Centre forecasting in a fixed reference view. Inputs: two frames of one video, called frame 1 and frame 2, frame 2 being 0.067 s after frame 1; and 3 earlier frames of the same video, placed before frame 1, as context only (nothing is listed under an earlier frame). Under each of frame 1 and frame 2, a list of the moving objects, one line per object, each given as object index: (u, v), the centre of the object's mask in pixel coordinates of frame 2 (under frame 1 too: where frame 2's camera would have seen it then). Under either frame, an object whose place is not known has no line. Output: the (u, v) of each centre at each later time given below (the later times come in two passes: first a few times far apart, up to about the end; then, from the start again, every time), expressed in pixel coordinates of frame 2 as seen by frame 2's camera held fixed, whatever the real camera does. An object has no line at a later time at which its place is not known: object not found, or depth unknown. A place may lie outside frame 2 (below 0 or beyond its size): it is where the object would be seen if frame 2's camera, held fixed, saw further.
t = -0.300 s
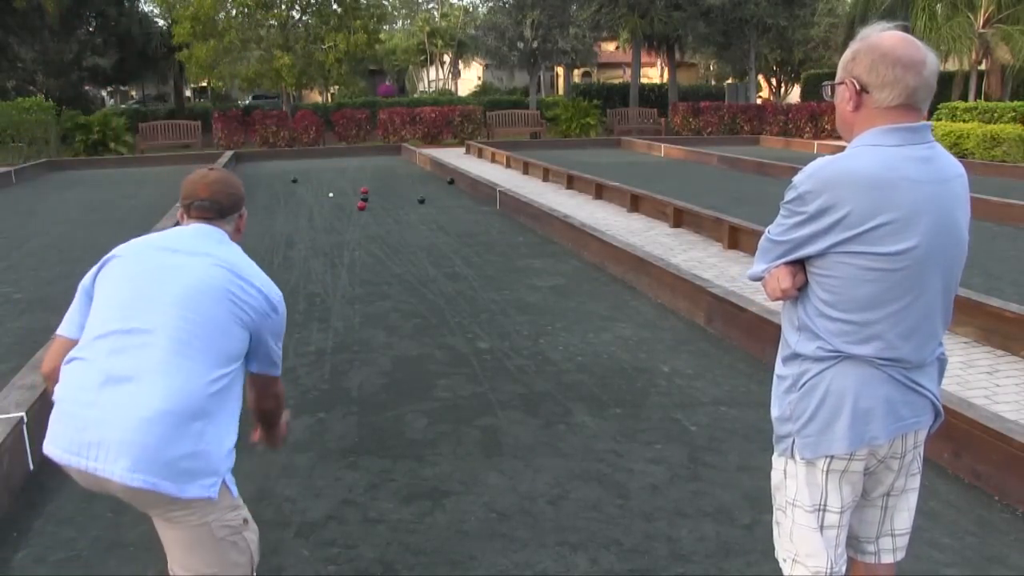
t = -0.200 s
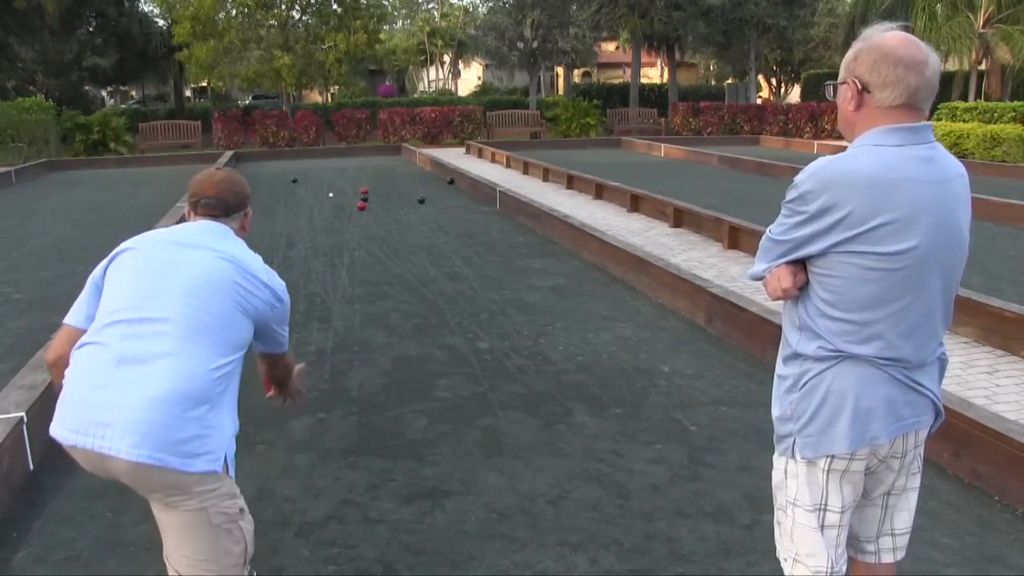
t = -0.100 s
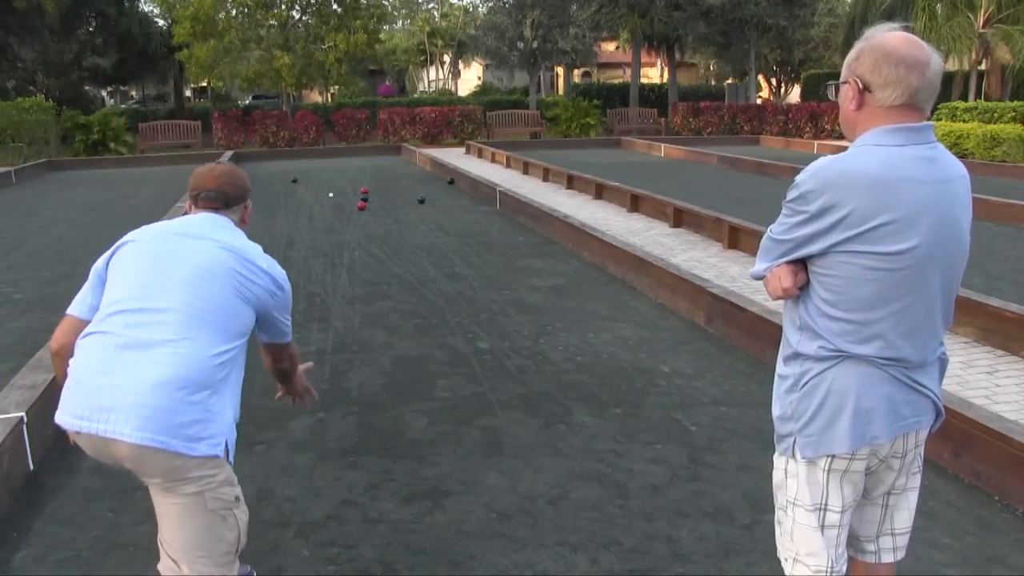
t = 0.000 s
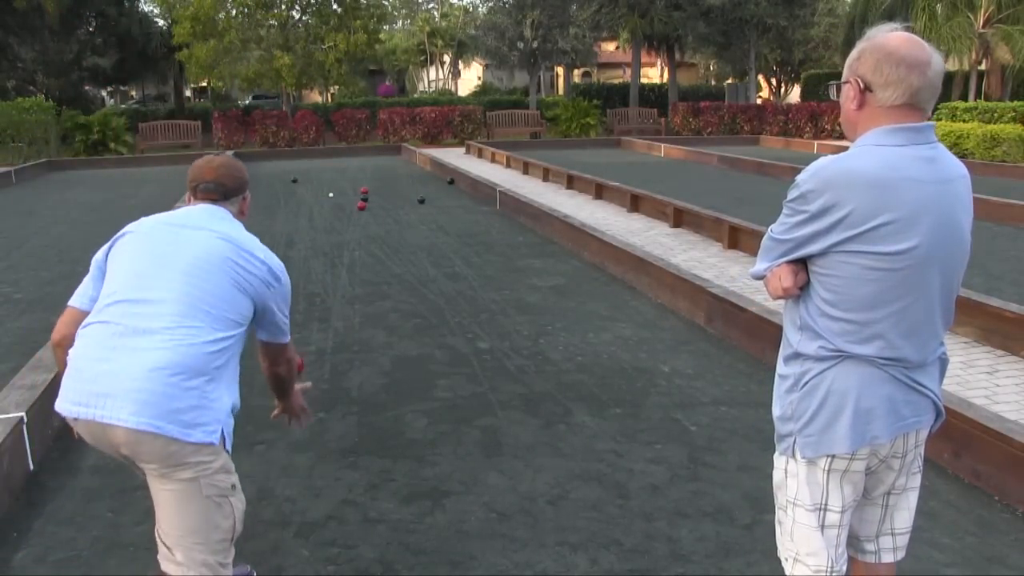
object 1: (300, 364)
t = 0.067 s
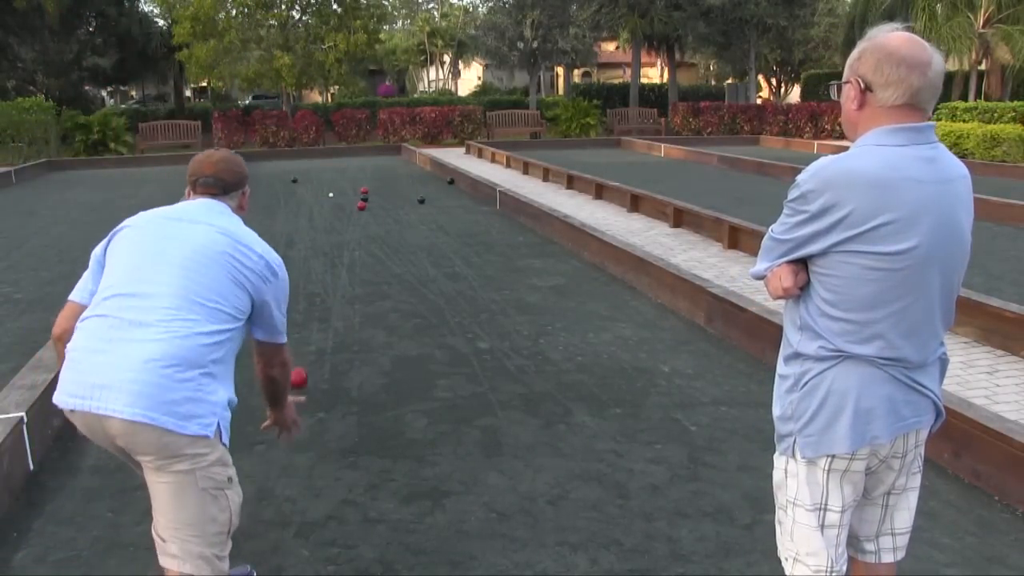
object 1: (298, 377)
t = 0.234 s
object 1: (300, 357)
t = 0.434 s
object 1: (303, 337)
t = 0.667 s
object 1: (306, 314)
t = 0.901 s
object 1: (310, 296)
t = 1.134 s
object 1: (313, 281)
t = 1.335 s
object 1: (314, 270)
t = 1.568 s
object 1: (316, 260)
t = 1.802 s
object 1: (319, 251)
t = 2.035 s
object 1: (321, 243)
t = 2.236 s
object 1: (323, 238)
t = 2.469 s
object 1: (325, 232)
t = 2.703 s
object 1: (327, 227)
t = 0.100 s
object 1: (298, 380)
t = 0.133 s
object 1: (298, 371)
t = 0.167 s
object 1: (299, 364)
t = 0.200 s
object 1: (299, 360)
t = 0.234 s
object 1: (300, 357)
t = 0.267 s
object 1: (300, 357)
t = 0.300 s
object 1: (301, 352)
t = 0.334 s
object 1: (302, 347)
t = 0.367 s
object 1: (302, 344)
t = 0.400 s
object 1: (302, 340)
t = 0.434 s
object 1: (303, 337)
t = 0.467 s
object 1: (303, 332)
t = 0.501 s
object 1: (304, 329)
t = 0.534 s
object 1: (304, 326)
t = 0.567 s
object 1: (305, 323)
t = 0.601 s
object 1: (305, 320)
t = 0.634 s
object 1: (306, 317)
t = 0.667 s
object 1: (306, 314)
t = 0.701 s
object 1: (307, 311)
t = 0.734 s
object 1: (307, 309)
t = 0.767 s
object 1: (308, 306)
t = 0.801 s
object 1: (308, 303)
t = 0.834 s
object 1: (309, 301)
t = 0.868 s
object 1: (309, 299)
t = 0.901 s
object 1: (310, 296)
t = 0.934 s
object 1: (310, 293)
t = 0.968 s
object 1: (311, 291)
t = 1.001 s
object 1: (311, 289)
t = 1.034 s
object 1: (312, 287)
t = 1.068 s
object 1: (312, 285)
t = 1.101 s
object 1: (313, 283)
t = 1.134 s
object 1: (313, 281)
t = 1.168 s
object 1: (314, 279)
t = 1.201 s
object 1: (314, 277)
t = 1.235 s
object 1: (314, 275)
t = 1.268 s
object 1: (314, 274)
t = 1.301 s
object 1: (314, 272)
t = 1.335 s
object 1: (314, 270)
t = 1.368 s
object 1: (315, 269)
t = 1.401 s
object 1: (315, 267)
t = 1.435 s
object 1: (315, 266)
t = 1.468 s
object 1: (316, 264)
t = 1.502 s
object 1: (316, 262)
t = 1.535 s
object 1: (316, 261)
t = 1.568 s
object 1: (316, 260)
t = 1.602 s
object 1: (317, 259)
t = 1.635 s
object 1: (317, 257)
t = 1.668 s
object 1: (318, 256)
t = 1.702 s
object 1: (317, 254)
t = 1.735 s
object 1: (318, 253)
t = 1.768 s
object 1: (319, 252)
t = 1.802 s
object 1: (319, 251)
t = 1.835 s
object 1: (319, 250)
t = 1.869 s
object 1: (319, 248)
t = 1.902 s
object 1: (319, 248)
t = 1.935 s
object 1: (319, 247)
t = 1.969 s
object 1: (320, 245)
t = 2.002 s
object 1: (320, 244)
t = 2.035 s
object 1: (321, 243)
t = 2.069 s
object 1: (321, 242)
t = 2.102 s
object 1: (321, 241)
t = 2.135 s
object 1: (321, 240)
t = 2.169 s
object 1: (322, 239)
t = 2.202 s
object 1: (322, 238)
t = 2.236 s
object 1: (323, 238)
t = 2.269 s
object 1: (323, 237)
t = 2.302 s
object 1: (323, 236)
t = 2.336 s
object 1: (324, 235)
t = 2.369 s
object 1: (324, 234)
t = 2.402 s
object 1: (325, 233)
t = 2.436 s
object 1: (325, 232)
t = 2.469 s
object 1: (325, 232)
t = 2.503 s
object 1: (325, 231)
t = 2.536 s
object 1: (326, 230)
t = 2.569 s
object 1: (326, 230)
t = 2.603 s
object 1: (326, 229)
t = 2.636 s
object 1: (326, 228)
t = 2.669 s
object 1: (327, 227)
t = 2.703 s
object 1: (327, 227)
